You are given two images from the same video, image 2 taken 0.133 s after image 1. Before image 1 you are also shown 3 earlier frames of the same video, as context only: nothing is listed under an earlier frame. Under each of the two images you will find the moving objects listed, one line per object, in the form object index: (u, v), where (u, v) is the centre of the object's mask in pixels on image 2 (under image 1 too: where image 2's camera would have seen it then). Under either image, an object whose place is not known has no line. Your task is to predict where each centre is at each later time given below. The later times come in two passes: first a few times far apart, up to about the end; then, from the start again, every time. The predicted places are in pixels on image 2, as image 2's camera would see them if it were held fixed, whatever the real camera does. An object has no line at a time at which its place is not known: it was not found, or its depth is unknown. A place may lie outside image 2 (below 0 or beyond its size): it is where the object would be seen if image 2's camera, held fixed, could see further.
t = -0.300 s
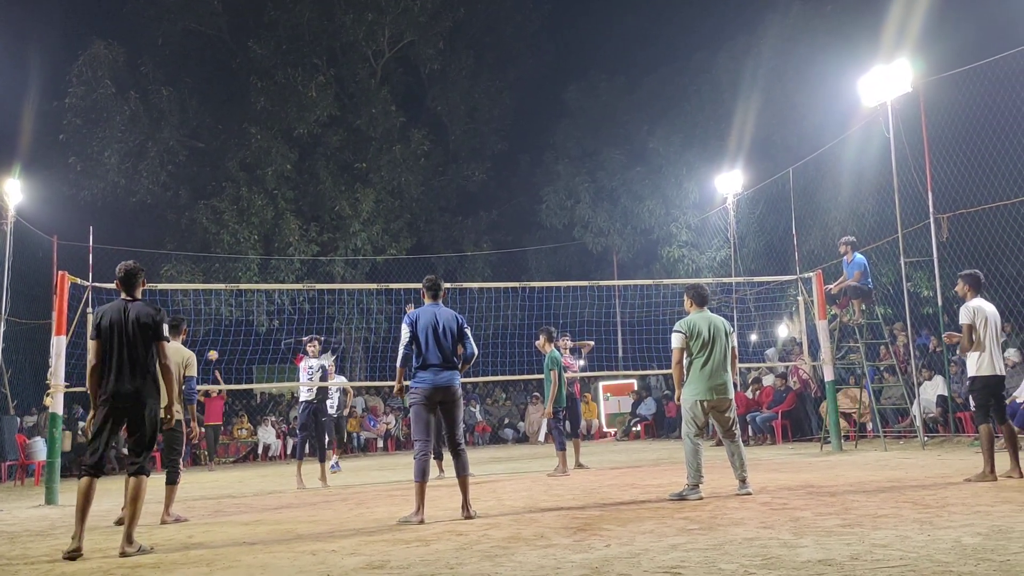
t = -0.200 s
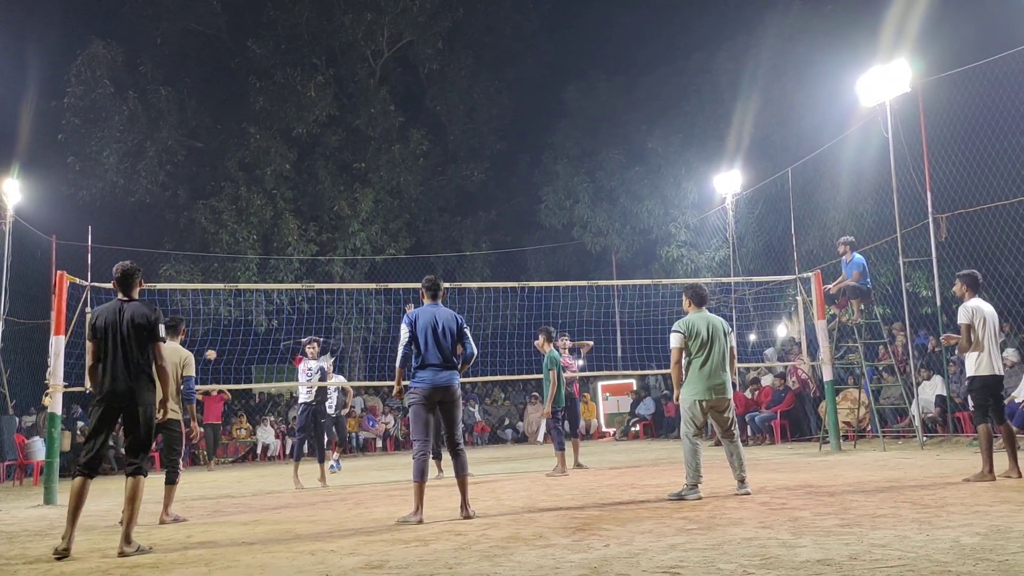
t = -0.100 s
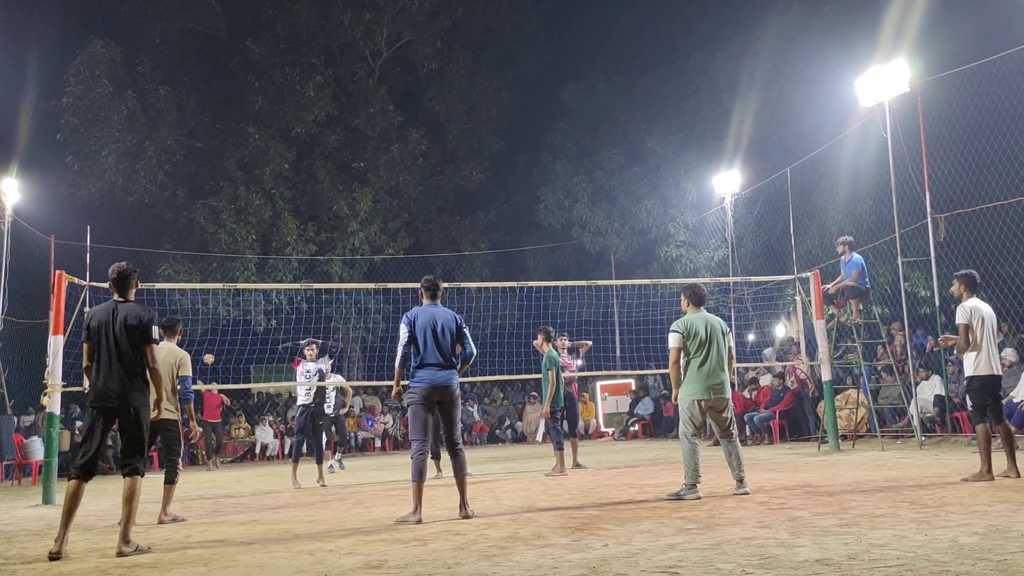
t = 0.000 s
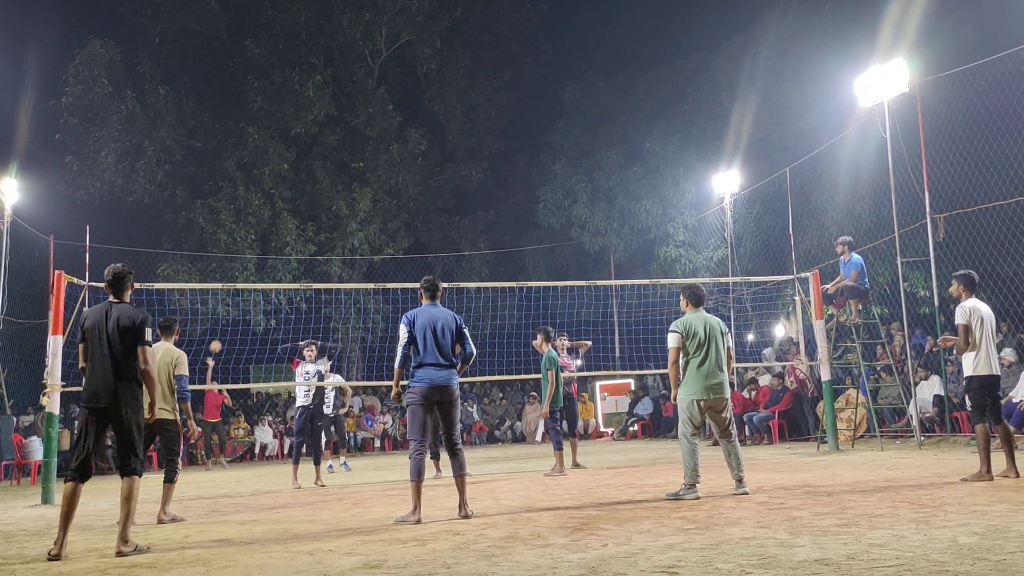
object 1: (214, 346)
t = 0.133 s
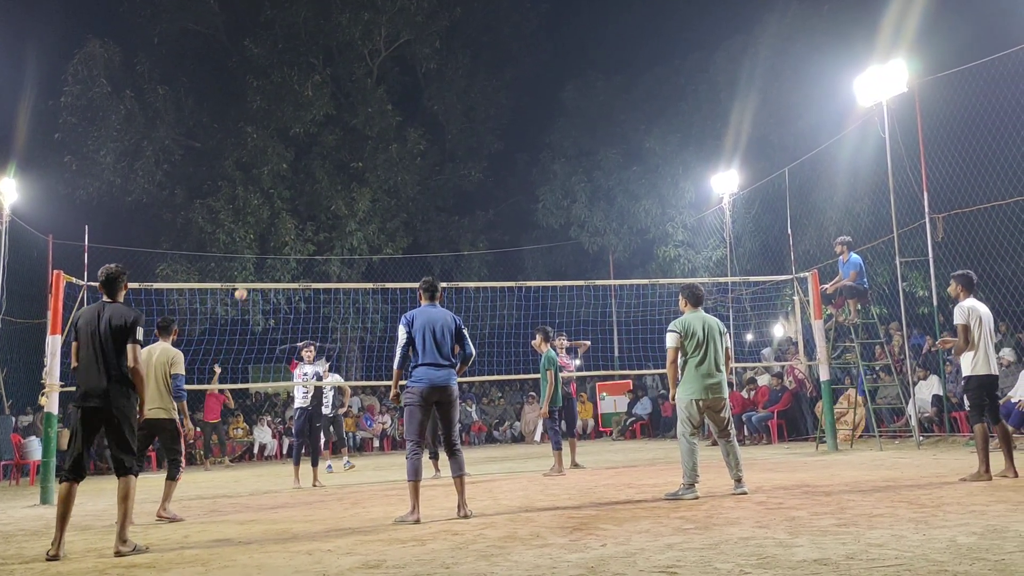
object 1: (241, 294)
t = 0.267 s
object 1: (268, 246)
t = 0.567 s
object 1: (336, 162)
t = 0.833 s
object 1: (407, 120)
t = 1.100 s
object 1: (494, 122)
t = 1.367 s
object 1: (606, 178)
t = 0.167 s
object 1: (248, 279)
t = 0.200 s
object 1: (254, 270)
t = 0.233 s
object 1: (262, 258)
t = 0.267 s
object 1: (268, 246)
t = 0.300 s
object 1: (275, 235)
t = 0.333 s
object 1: (283, 224)
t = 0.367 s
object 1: (290, 214)
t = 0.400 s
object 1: (297, 204)
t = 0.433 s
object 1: (305, 195)
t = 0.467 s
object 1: (312, 186)
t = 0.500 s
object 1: (320, 178)
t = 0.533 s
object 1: (328, 170)
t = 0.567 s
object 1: (336, 162)
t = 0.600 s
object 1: (345, 155)
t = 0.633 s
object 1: (353, 148)
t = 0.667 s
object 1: (362, 142)
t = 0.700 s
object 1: (370, 137)
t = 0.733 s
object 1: (379, 132)
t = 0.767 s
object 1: (388, 127)
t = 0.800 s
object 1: (397, 123)
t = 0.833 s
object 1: (407, 120)
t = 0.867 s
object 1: (416, 117)
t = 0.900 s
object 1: (427, 116)
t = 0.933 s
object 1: (437, 115)
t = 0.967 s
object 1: (448, 114)
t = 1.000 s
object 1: (459, 115)
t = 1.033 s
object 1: (470, 116)
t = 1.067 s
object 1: (482, 119)
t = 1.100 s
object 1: (494, 122)
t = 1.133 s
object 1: (507, 126)
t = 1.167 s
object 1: (520, 131)
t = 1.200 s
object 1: (533, 136)
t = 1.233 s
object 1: (546, 143)
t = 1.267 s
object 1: (560, 150)
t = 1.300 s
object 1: (575, 158)
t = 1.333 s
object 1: (590, 168)
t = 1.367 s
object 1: (606, 178)
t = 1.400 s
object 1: (621, 190)
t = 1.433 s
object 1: (638, 204)
